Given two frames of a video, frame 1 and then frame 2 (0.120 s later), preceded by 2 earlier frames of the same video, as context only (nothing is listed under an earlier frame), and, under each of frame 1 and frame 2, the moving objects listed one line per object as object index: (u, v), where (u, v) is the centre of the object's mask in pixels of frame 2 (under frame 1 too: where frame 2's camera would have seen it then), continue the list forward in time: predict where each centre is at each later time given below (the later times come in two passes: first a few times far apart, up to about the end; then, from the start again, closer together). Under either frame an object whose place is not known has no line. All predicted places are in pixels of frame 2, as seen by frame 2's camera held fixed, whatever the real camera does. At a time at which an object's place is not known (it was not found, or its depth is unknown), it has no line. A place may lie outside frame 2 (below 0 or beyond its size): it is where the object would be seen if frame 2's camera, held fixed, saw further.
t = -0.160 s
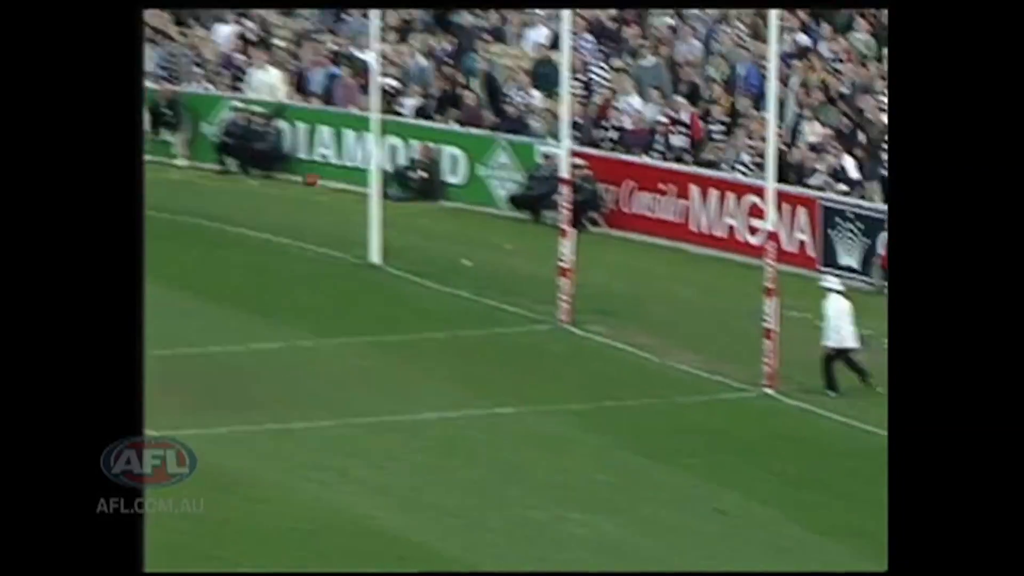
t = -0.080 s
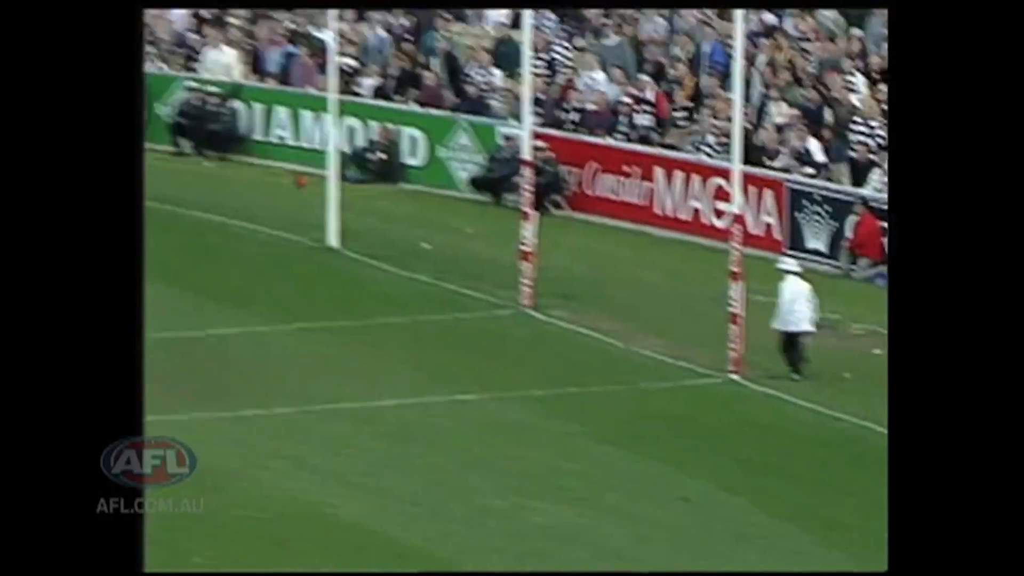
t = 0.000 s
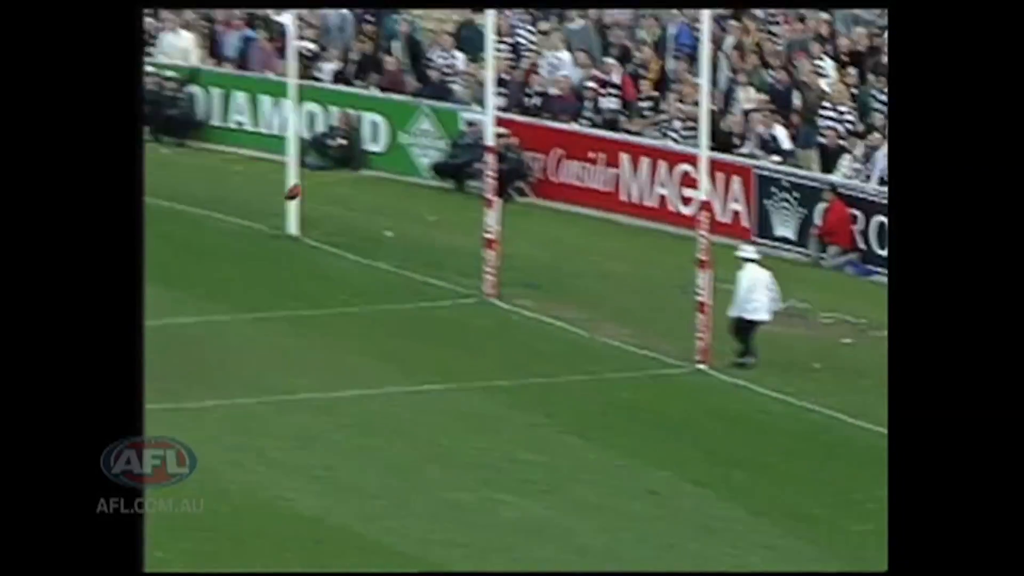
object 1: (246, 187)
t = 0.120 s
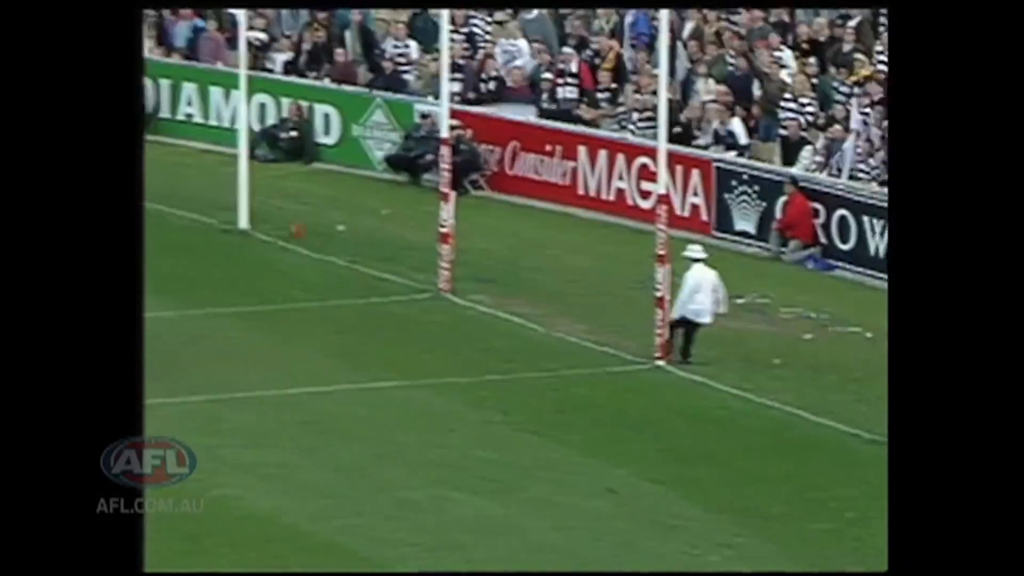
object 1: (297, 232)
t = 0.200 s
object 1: (331, 270)
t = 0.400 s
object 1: (430, 277)
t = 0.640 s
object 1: (553, 258)
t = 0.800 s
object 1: (631, 268)
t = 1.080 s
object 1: (769, 335)
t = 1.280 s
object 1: (861, 324)
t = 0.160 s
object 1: (314, 248)
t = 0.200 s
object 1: (331, 270)
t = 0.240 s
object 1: (347, 288)
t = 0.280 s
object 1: (364, 306)
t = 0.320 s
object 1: (386, 294)
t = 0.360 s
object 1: (406, 286)
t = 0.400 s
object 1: (430, 277)
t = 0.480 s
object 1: (470, 264)
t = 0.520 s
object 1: (490, 261)
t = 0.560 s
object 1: (512, 258)
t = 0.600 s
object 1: (532, 258)
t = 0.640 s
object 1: (553, 258)
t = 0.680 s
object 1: (572, 258)
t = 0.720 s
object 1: (594, 259)
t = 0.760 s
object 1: (612, 262)
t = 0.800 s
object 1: (631, 268)
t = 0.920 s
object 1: (692, 287)
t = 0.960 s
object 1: (712, 296)
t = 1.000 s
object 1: (733, 310)
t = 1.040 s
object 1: (750, 320)
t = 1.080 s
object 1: (769, 335)
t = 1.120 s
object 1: (790, 349)
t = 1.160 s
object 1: (808, 354)
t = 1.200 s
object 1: (825, 344)
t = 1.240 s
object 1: (842, 333)
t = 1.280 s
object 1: (861, 324)
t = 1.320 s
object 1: (879, 314)
